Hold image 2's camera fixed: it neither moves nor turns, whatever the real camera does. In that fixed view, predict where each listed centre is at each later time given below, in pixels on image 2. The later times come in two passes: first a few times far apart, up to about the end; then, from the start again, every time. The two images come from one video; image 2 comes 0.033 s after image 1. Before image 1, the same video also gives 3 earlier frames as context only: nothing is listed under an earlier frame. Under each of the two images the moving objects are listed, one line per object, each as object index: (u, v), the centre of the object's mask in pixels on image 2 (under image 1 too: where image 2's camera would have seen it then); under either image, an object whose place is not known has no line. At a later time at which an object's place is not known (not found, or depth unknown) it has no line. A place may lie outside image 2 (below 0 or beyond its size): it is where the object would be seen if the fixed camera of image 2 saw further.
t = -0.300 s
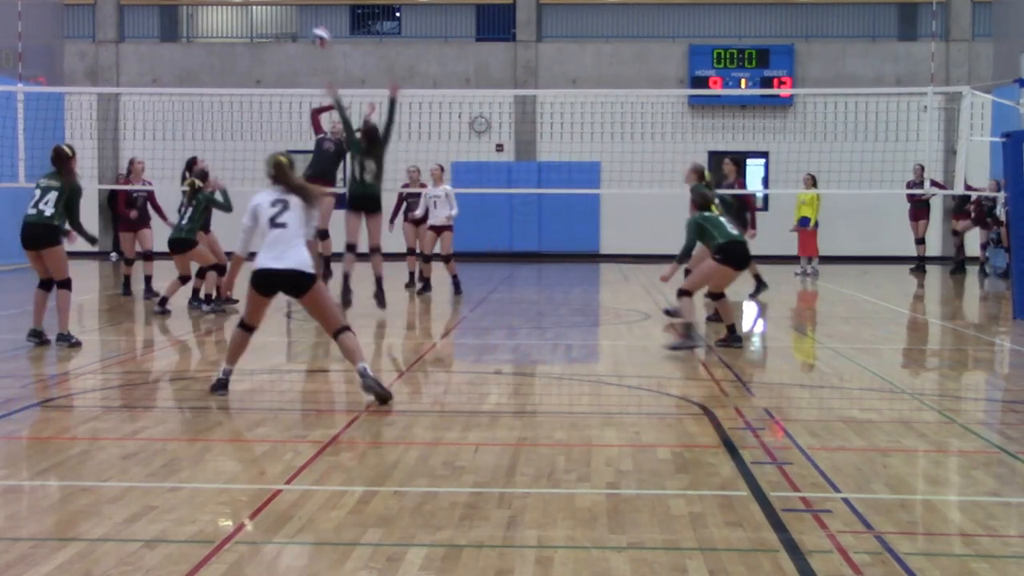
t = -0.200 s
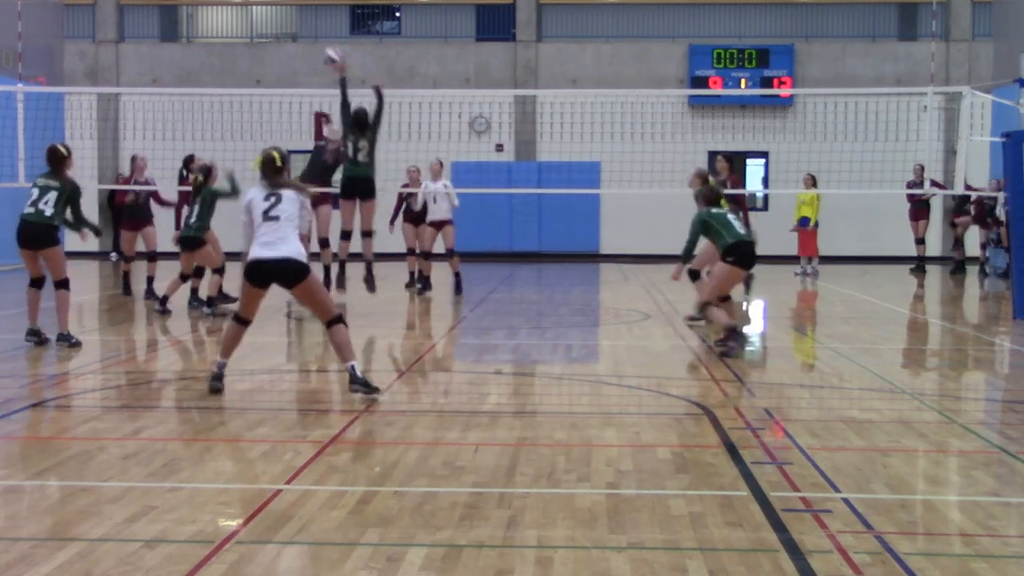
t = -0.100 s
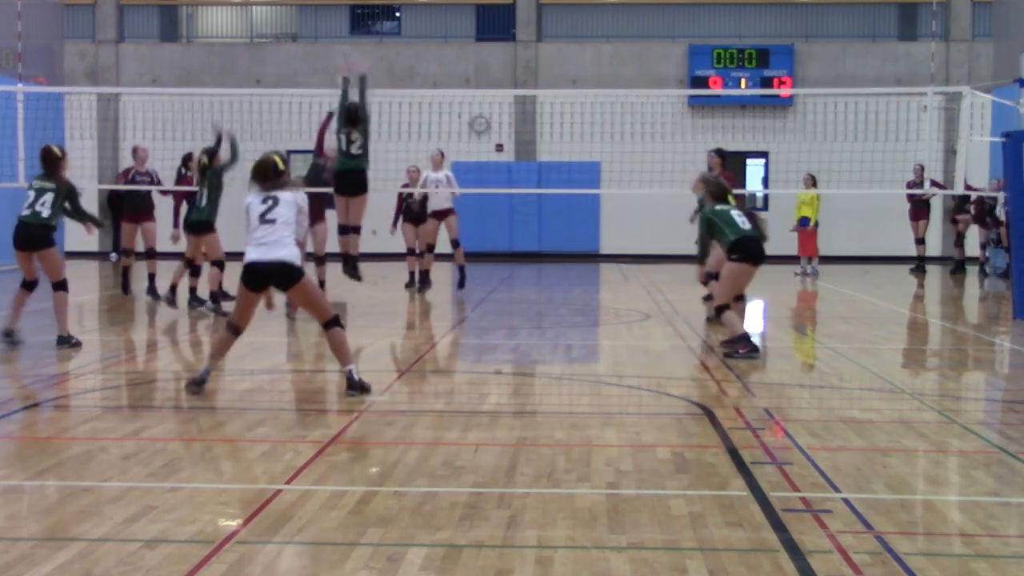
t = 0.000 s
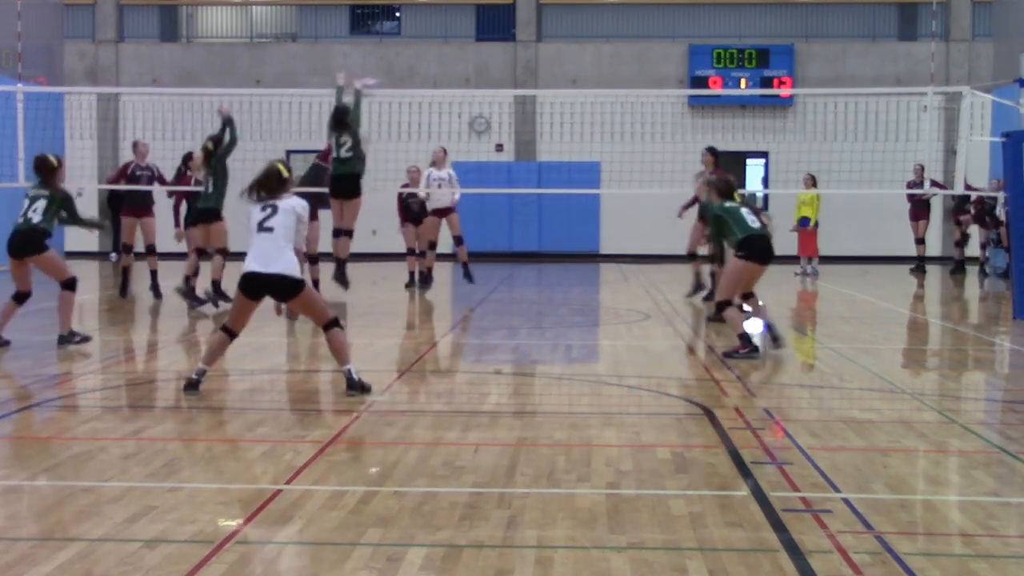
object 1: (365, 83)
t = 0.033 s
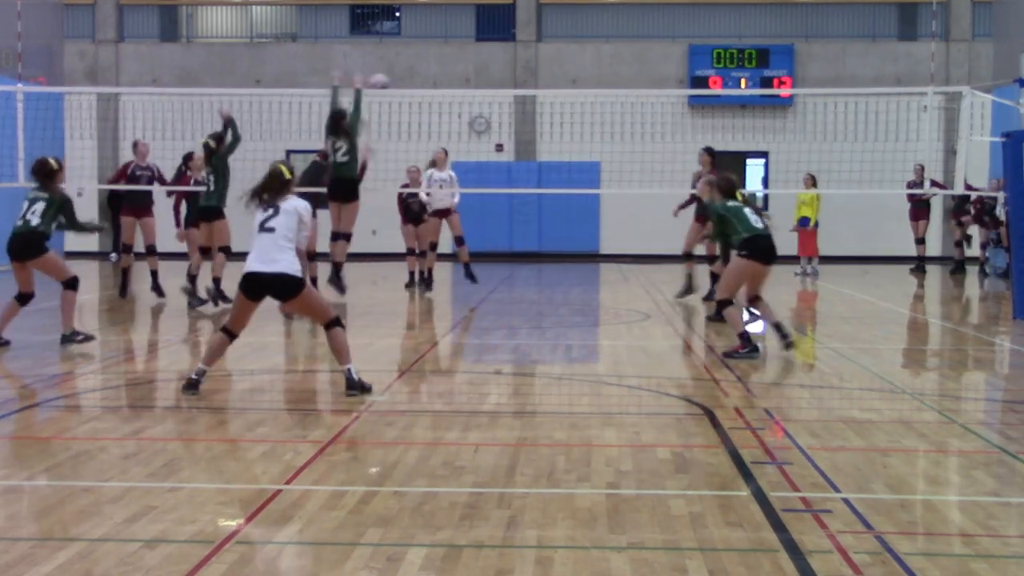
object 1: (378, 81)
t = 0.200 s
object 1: (427, 80)
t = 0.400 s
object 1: (484, 92)
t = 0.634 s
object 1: (550, 162)
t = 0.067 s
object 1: (389, 80)
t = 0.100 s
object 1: (398, 80)
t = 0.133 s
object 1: (409, 79)
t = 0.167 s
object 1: (420, 80)
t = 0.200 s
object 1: (427, 80)
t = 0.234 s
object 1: (438, 78)
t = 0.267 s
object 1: (446, 79)
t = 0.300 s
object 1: (457, 81)
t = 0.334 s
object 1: (466, 83)
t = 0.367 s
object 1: (474, 87)
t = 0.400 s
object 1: (484, 92)
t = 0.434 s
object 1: (493, 100)
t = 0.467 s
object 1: (502, 107)
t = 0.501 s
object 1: (511, 114)
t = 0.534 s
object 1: (521, 123)
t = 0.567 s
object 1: (531, 135)
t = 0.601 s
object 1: (540, 148)
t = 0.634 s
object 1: (550, 162)
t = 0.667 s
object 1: (561, 177)
